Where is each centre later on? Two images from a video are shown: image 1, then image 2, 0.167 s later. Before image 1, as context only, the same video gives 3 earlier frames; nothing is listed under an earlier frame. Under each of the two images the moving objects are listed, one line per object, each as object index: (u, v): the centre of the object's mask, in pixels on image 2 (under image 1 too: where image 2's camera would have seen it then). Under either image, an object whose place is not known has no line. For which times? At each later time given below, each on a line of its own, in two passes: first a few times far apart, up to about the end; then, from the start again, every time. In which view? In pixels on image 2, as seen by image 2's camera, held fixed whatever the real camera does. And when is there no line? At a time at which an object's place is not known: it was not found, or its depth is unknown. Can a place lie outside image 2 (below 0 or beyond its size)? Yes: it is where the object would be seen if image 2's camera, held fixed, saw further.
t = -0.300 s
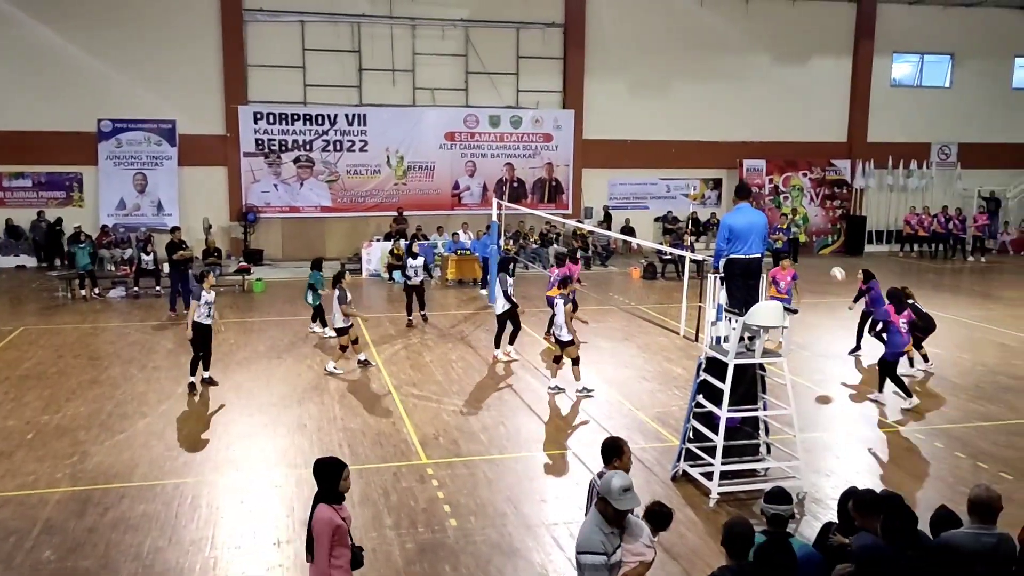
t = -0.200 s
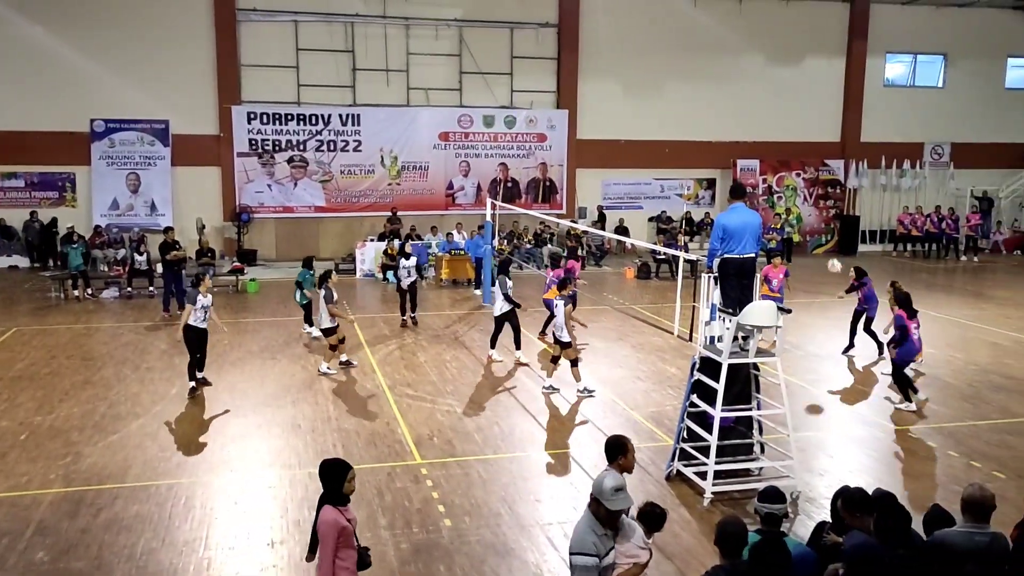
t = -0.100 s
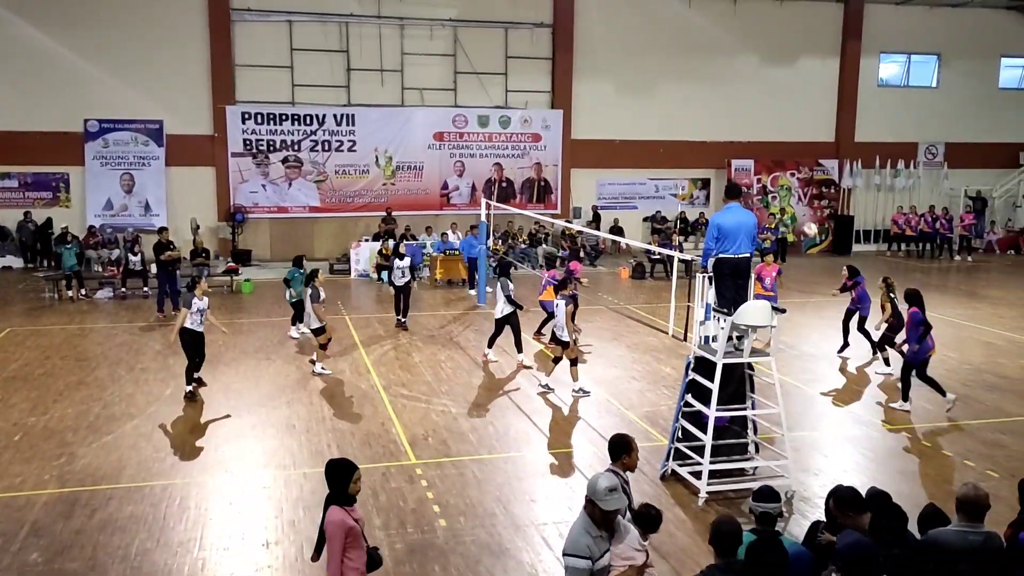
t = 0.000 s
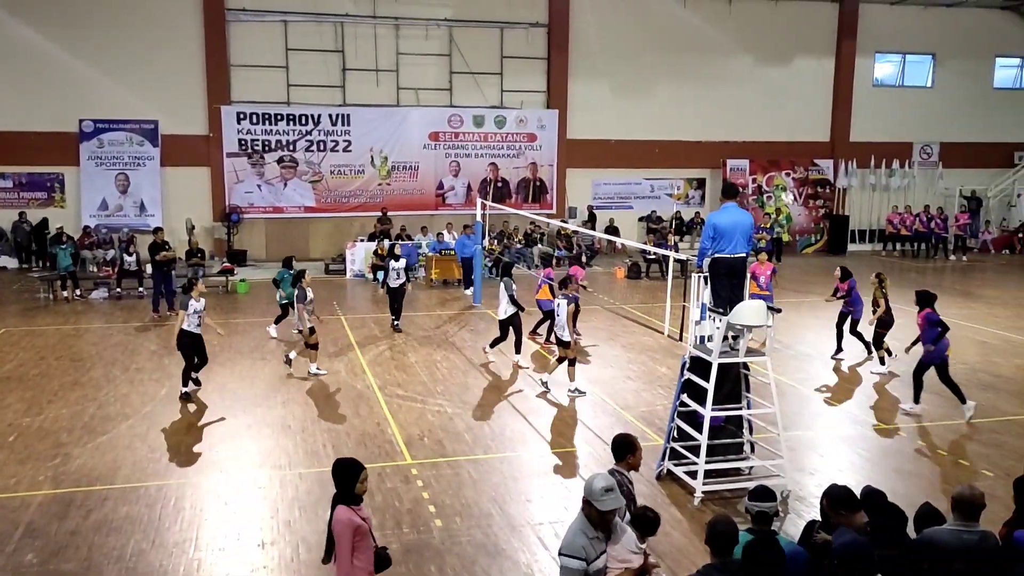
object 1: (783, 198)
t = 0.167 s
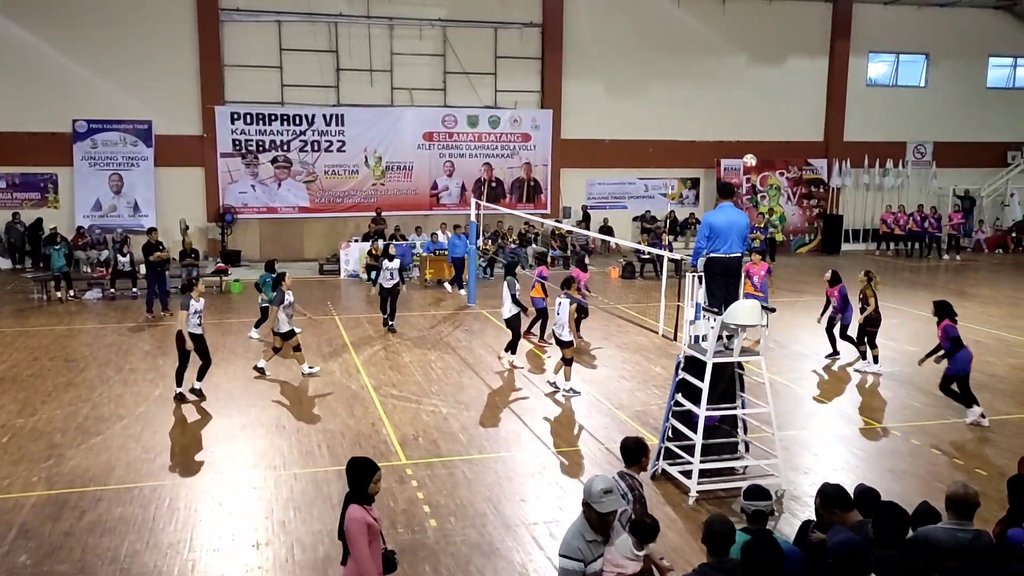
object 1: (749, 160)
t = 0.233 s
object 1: (737, 150)
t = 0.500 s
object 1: (686, 137)
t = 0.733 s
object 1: (643, 159)
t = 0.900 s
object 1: (613, 193)
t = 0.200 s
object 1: (743, 155)
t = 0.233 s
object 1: (737, 150)
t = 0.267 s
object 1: (730, 147)
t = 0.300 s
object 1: (724, 143)
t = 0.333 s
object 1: (718, 141)
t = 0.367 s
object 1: (711, 138)
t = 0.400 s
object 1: (705, 137)
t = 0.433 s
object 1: (698, 136)
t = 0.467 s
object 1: (692, 137)
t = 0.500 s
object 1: (686, 137)
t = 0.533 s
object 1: (679, 138)
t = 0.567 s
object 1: (673, 140)
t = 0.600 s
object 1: (667, 143)
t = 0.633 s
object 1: (661, 146)
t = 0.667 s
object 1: (655, 150)
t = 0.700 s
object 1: (649, 154)
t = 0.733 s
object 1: (643, 159)
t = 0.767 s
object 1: (637, 165)
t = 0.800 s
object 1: (631, 171)
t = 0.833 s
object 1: (625, 177)
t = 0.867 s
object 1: (618, 185)
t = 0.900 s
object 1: (613, 193)
